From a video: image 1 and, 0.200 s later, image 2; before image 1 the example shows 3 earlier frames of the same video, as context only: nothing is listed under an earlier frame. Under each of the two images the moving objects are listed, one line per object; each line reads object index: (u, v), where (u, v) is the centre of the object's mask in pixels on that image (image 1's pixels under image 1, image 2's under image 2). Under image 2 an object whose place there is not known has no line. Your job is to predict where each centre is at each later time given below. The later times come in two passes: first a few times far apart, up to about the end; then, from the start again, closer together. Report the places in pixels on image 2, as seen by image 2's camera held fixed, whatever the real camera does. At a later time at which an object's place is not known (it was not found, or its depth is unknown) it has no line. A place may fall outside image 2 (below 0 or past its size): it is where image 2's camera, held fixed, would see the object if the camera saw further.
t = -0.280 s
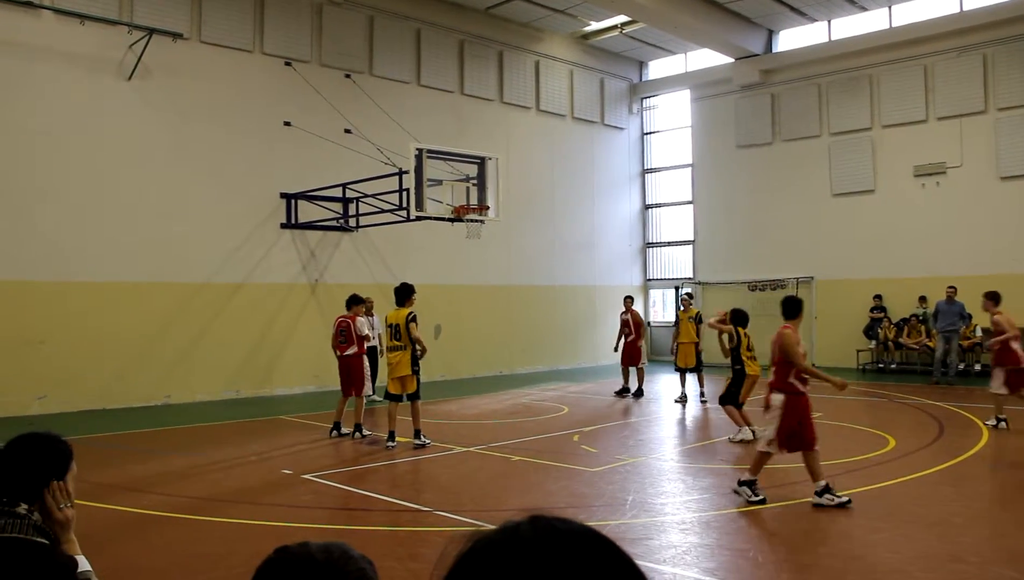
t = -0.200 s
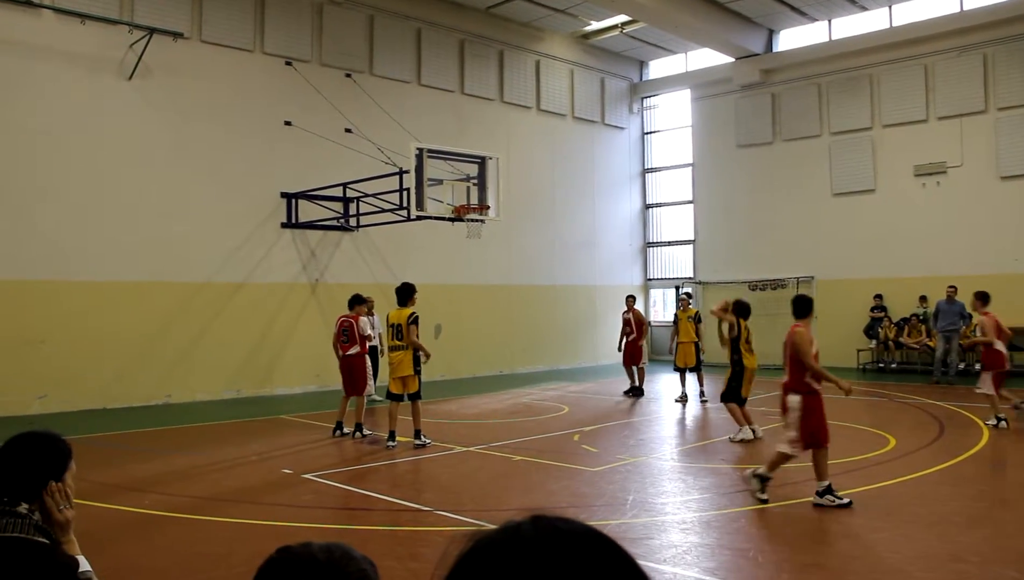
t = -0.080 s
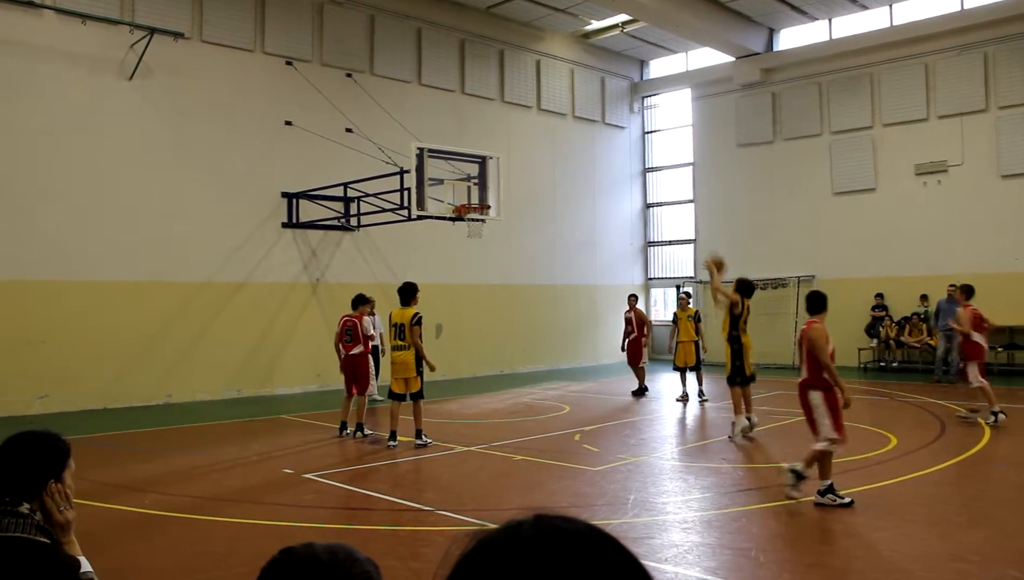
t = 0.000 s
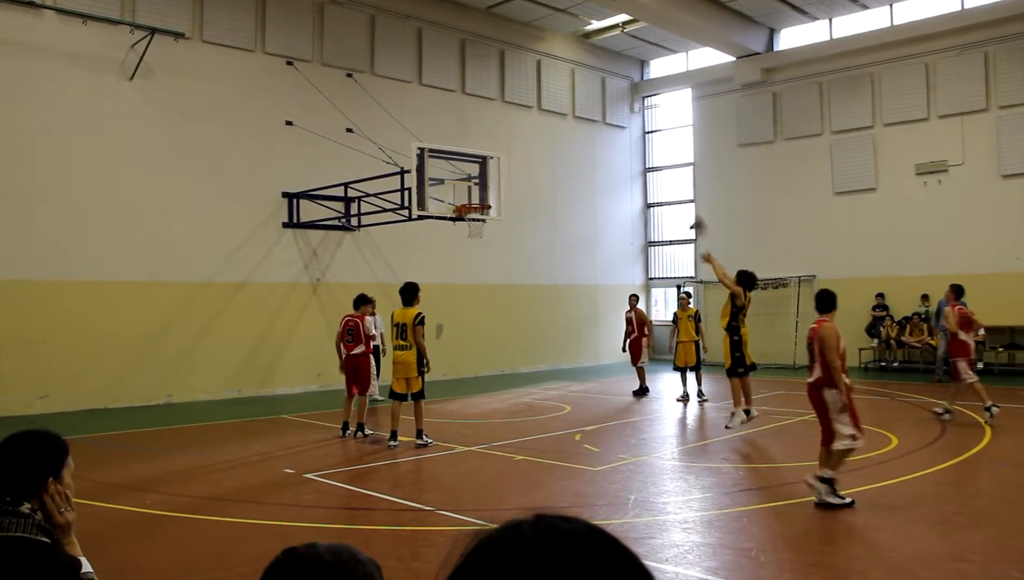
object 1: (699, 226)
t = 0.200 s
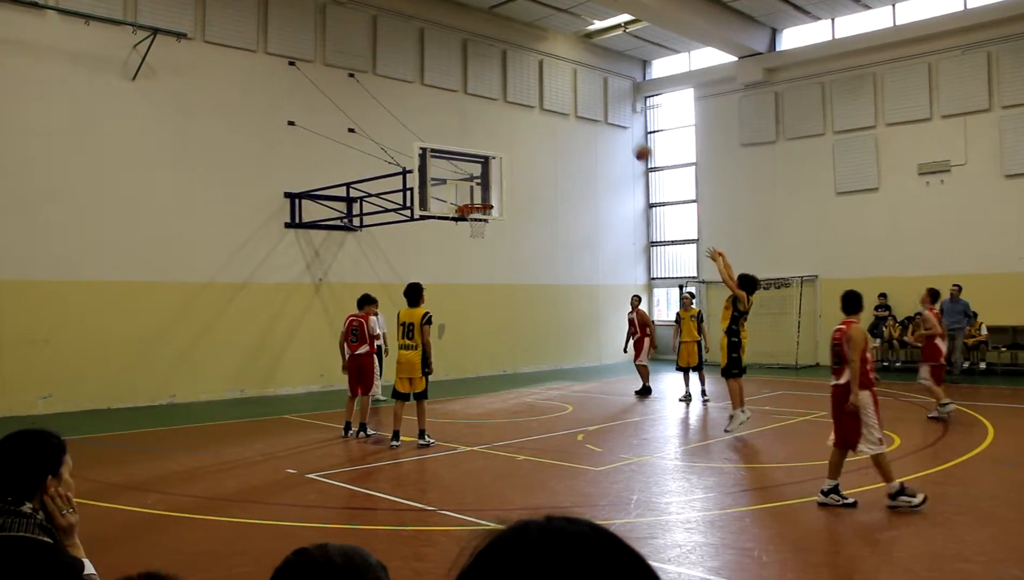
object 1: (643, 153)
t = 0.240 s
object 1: (633, 143)
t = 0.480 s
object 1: (579, 113)
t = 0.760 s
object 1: (523, 130)
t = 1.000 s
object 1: (481, 182)
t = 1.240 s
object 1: (475, 189)
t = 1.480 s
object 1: (446, 184)
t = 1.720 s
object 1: (418, 216)
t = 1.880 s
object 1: (398, 264)
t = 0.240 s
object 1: (633, 143)
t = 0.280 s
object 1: (623, 135)
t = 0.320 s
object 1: (614, 128)
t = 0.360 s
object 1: (605, 122)
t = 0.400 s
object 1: (596, 117)
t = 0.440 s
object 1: (587, 115)
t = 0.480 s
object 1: (579, 113)
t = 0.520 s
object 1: (570, 112)
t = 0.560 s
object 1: (562, 112)
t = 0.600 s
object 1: (554, 113)
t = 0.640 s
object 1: (546, 116)
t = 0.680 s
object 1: (538, 119)
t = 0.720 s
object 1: (531, 124)
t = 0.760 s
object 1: (523, 130)
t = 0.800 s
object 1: (516, 136)
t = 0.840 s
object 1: (509, 144)
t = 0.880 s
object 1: (502, 152)
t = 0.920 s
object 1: (496, 161)
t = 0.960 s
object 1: (488, 171)
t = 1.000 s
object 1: (481, 182)
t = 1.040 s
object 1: (475, 195)
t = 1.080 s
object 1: (473, 202)
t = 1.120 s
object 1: (484, 201)
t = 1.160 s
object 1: (484, 198)
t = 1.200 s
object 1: (480, 194)
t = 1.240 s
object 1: (475, 189)
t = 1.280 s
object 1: (470, 186)
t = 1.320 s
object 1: (466, 183)
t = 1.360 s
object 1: (461, 181)
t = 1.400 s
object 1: (457, 181)
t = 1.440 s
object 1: (452, 181)
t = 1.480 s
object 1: (446, 184)
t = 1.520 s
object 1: (442, 186)
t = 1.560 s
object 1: (438, 189)
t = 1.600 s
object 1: (434, 194)
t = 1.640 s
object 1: (428, 200)
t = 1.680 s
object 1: (423, 207)
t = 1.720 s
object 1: (418, 216)
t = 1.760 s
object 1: (413, 227)
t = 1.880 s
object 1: (398, 264)
